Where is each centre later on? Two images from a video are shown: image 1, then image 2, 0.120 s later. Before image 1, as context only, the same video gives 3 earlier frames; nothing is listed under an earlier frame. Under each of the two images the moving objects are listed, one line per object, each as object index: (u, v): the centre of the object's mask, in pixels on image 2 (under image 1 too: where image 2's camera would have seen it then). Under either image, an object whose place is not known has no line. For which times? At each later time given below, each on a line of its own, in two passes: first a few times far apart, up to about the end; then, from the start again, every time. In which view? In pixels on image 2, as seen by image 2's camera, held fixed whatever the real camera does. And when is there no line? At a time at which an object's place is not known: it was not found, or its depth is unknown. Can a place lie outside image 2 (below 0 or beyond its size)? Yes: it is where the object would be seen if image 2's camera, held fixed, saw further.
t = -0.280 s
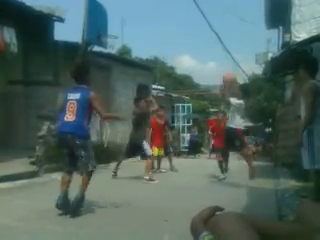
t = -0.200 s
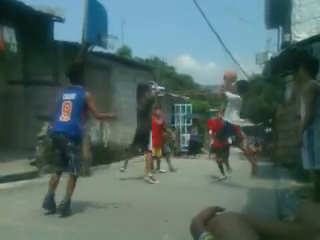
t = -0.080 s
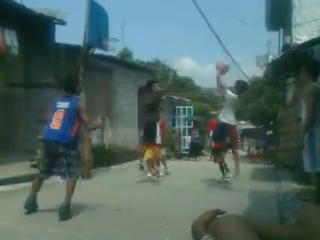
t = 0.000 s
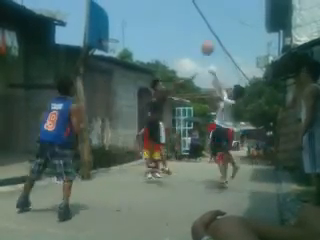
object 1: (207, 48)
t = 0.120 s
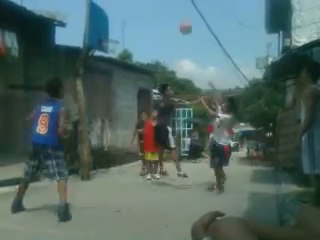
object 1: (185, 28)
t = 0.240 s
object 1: (165, 14)
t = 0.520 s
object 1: (123, 19)
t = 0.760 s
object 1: (109, 24)
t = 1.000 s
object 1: (121, 14)
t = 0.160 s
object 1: (178, 22)
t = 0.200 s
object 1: (171, 18)
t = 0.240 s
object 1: (165, 14)
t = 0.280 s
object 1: (158, 13)
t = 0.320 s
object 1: (152, 11)
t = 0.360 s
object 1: (146, 11)
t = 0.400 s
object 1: (140, 12)
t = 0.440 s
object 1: (134, 13)
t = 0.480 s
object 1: (129, 16)
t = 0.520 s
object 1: (123, 19)
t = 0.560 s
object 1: (118, 23)
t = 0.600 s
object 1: (113, 27)
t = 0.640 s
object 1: (107, 33)
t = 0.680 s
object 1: (106, 33)
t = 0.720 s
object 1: (107, 28)
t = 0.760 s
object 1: (109, 24)
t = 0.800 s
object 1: (110, 20)
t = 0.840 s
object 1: (113, 18)
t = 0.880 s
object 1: (115, 15)
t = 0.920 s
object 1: (117, 14)
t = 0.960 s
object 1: (119, 13)
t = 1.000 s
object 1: (121, 14)
